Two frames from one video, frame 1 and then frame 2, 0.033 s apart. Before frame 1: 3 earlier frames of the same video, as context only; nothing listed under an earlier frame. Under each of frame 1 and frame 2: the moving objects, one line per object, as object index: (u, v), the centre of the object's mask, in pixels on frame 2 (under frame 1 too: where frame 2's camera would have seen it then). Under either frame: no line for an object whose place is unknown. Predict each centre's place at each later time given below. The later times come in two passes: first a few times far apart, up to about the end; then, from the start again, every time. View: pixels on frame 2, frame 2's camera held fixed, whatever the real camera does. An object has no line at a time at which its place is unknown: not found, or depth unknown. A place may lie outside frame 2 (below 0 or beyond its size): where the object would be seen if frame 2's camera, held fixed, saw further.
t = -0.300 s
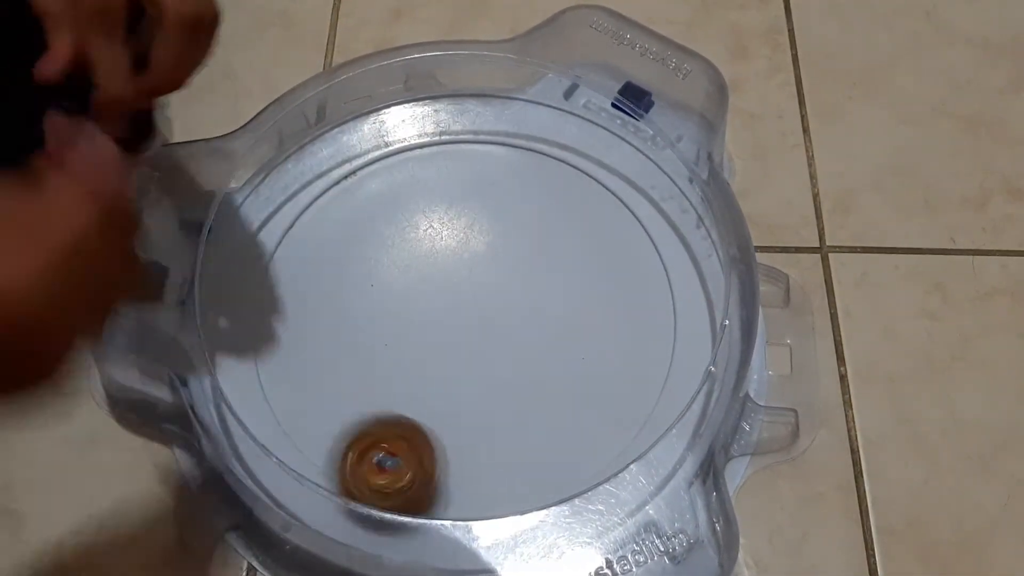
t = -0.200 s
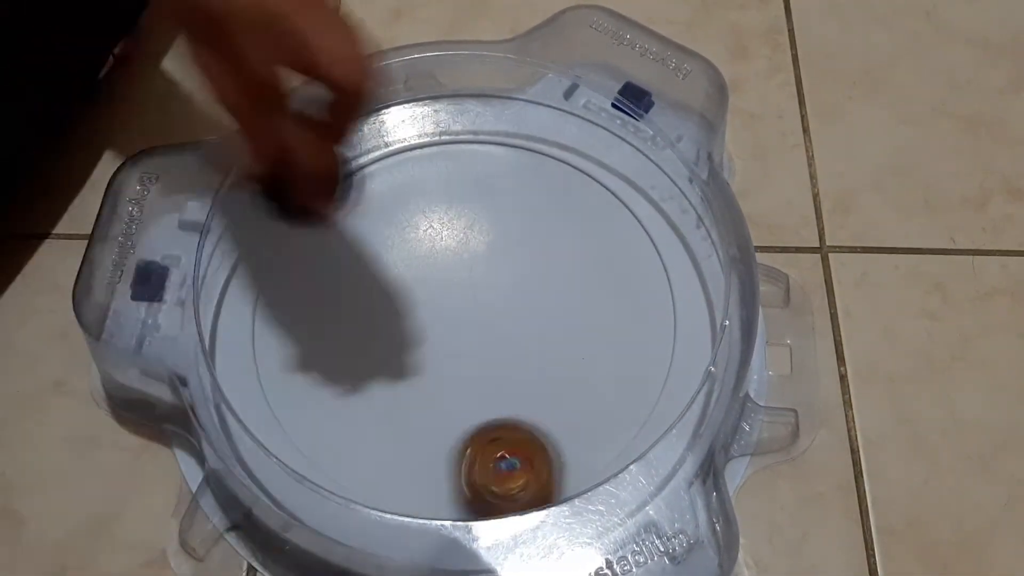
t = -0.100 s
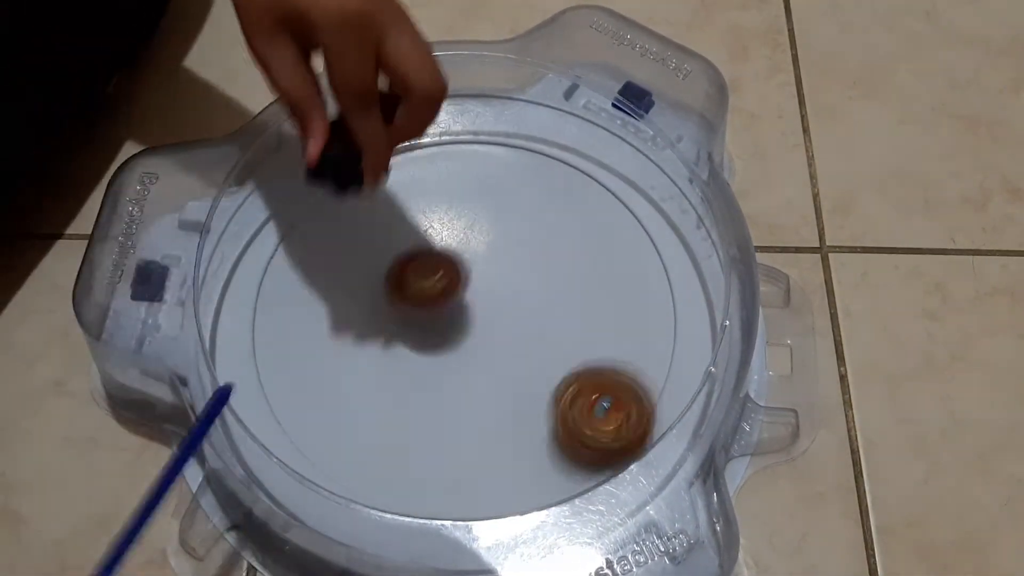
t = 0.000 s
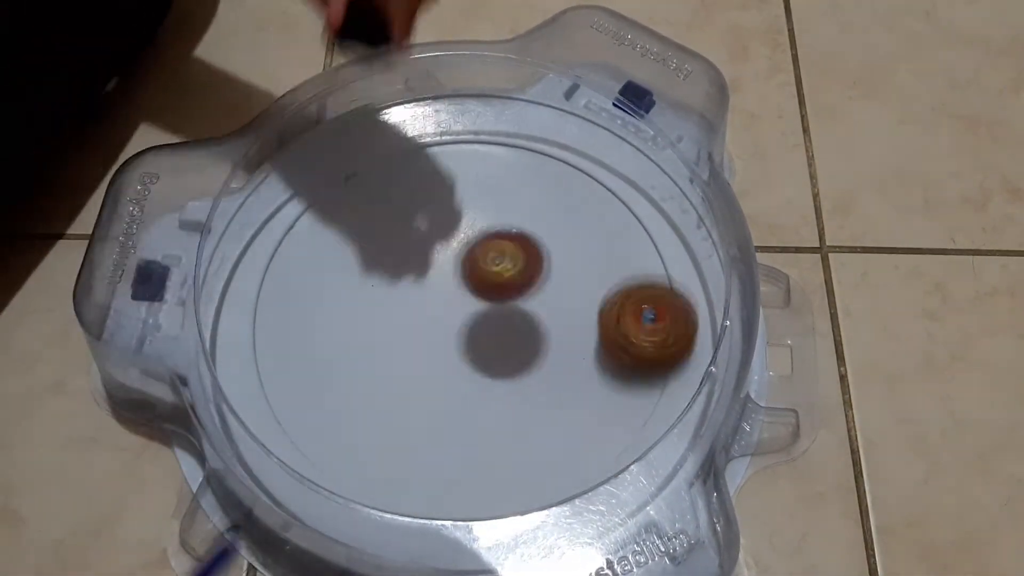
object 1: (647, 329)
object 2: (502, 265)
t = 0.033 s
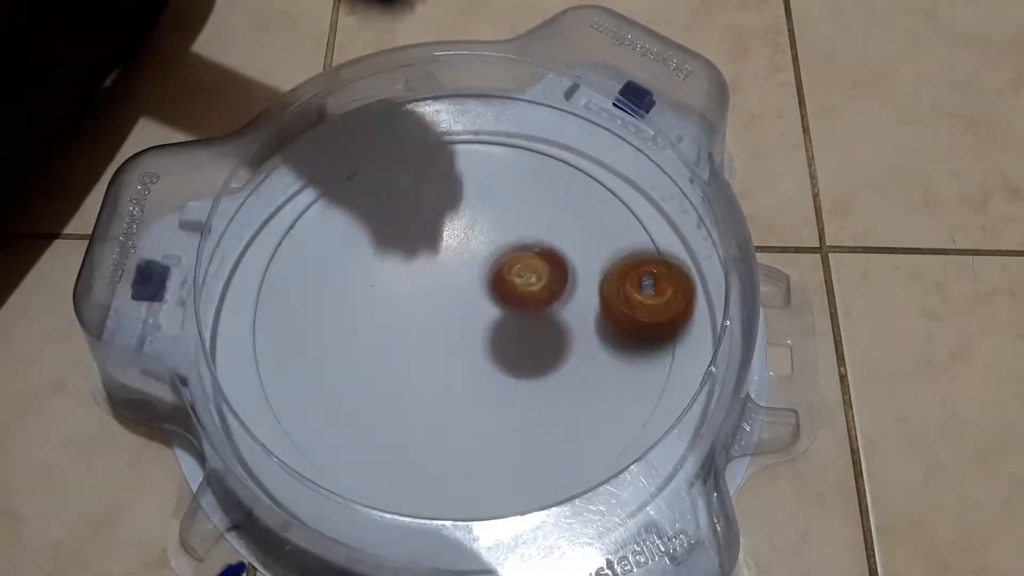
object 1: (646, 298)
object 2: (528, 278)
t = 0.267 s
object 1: (497, 148)
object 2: (578, 322)
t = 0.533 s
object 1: (285, 264)
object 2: (502, 310)
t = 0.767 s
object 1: (387, 460)
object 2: (434, 338)
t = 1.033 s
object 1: (626, 364)
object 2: (406, 379)
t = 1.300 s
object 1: (528, 178)
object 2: (432, 381)
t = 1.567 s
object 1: (313, 258)
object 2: (450, 331)
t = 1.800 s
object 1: (384, 443)
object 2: (442, 284)
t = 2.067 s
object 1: (613, 372)
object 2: (425, 254)
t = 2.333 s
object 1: (539, 189)
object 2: (423, 257)
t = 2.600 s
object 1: (327, 244)
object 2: (452, 285)
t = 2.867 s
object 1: (390, 443)
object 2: (502, 302)
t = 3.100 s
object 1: (596, 394)
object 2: (527, 307)
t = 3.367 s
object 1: (567, 206)
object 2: (522, 311)
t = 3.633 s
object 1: (357, 216)
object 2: (495, 330)
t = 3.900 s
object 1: (353, 416)
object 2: (463, 350)
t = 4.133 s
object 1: (559, 430)
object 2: (445, 355)
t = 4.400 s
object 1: (599, 240)
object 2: (426, 343)
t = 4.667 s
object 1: (405, 192)
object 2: (422, 324)
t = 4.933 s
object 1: (318, 363)
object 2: (433, 299)
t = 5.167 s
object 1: (492, 450)
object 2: (447, 281)
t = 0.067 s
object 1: (640, 266)
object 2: (554, 305)
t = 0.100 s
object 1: (625, 236)
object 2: (566, 305)
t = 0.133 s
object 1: (608, 210)
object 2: (575, 300)
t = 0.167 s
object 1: (585, 188)
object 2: (582, 307)
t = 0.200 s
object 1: (559, 170)
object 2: (586, 322)
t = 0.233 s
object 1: (529, 157)
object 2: (583, 316)
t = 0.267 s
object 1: (497, 148)
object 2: (578, 322)
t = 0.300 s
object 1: (464, 146)
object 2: (570, 321)
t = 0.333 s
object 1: (431, 149)
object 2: (560, 317)
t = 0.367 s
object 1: (398, 157)
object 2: (551, 315)
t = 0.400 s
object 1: (367, 170)
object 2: (542, 311)
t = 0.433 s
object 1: (339, 187)
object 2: (532, 310)
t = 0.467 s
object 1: (316, 209)
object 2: (523, 309)
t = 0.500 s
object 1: (297, 234)
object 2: (512, 310)
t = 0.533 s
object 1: (285, 264)
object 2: (502, 310)
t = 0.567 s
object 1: (278, 296)
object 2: (492, 312)
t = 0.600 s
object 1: (279, 330)
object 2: (481, 315)
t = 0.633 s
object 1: (288, 363)
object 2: (471, 318)
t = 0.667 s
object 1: (304, 395)
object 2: (461, 324)
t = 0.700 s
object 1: (325, 423)
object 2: (451, 328)
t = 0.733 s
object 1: (354, 444)
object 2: (443, 333)
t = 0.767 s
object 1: (387, 460)
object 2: (434, 338)
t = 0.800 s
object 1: (423, 467)
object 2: (426, 343)
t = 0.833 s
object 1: (461, 469)
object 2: (419, 349)
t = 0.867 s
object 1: (499, 465)
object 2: (414, 355)
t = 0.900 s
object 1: (533, 455)
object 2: (410, 361)
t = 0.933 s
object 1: (565, 438)
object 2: (407, 367)
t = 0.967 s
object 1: (591, 416)
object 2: (406, 372)
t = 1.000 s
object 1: (611, 392)
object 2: (406, 376)
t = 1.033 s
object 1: (626, 364)
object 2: (406, 379)
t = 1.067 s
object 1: (634, 334)
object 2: (407, 382)
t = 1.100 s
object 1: (635, 305)
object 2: (409, 384)
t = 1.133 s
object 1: (629, 277)
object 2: (412, 386)
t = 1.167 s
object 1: (617, 251)
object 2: (416, 388)
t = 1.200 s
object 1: (600, 229)
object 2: (420, 387)
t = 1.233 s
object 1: (579, 208)
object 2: (424, 387)
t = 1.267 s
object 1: (555, 189)
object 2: (428, 385)
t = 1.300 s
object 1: (528, 178)
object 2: (432, 381)
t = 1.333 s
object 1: (498, 170)
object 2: (436, 376)
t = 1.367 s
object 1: (467, 167)
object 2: (439, 369)
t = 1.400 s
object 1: (435, 171)
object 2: (442, 363)
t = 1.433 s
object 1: (404, 179)
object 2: (446, 357)
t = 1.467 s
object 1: (375, 192)
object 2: (448, 352)
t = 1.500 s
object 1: (351, 210)
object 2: (449, 344)
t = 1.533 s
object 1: (329, 233)
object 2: (449, 336)
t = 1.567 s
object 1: (313, 258)
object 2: (450, 331)
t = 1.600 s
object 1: (303, 287)
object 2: (449, 324)
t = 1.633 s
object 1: (300, 318)
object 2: (449, 316)
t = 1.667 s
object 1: (304, 347)
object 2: (448, 309)
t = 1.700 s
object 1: (316, 375)
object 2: (447, 303)
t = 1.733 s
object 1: (333, 403)
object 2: (446, 296)
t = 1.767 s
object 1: (357, 426)
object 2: (444, 290)
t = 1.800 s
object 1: (384, 443)
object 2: (442, 284)
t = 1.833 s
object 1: (417, 455)
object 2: (440, 279)
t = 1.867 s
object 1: (452, 460)
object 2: (438, 274)
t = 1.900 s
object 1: (487, 458)
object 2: (436, 269)
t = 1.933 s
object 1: (520, 451)
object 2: (434, 266)
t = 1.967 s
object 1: (551, 436)
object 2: (431, 263)
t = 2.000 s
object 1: (576, 419)
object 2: (429, 259)
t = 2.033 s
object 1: (598, 395)
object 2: (427, 256)
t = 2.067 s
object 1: (613, 372)
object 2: (425, 254)
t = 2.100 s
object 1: (624, 344)
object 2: (424, 253)
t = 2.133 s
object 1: (628, 316)
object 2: (422, 252)
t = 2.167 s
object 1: (625, 288)
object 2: (421, 252)
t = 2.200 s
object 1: (617, 264)
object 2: (421, 252)
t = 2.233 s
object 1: (603, 241)
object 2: (421, 252)
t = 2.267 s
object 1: (585, 221)
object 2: (421, 253)
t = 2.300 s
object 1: (564, 203)
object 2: (422, 255)
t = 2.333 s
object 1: (539, 189)
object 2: (423, 257)
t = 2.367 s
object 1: (511, 178)
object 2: (424, 259)
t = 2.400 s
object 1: (482, 173)
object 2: (427, 261)
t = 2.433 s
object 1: (452, 176)
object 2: (430, 266)
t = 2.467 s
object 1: (422, 180)
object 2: (434, 268)
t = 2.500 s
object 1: (393, 190)
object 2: (438, 273)
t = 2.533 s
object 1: (368, 205)
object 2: (442, 277)
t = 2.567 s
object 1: (345, 223)
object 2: (447, 280)
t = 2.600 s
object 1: (327, 244)
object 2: (452, 285)
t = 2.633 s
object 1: (312, 271)
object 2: (458, 288)
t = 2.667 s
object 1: (304, 299)
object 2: (464, 292)
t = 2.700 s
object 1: (304, 327)
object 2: (471, 293)
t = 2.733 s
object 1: (309, 355)
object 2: (477, 296)
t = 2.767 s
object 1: (322, 382)
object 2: (484, 298)
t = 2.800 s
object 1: (341, 408)
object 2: (491, 300)
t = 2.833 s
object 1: (362, 427)
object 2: (497, 301)
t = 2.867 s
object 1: (390, 443)
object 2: (502, 302)
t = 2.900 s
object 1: (421, 454)
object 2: (507, 303)
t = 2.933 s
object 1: (454, 457)
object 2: (512, 304)
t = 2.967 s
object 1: (488, 456)
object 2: (516, 305)
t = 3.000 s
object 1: (520, 448)
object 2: (520, 305)
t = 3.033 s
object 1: (549, 435)
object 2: (523, 306)
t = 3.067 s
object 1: (575, 417)
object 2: (526, 306)
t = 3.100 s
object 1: (596, 394)
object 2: (527, 307)
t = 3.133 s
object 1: (610, 371)
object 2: (529, 308)
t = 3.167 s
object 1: (620, 346)
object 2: (530, 309)
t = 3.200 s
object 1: (623, 320)
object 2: (529, 309)
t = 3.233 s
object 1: (623, 290)
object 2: (529, 310)
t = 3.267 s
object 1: (615, 268)
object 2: (527, 309)
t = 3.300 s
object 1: (604, 243)
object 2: (526, 309)
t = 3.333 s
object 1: (587, 224)
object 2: (524, 312)
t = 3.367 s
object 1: (567, 206)
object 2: (522, 311)
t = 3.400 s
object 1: (544, 192)
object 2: (519, 315)
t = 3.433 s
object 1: (518, 181)
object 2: (517, 315)
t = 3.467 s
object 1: (491, 175)
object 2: (513, 317)
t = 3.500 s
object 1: (461, 176)
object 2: (510, 319)
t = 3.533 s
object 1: (433, 179)
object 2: (506, 322)
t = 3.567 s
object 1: (405, 187)
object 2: (502, 327)
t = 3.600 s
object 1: (379, 200)
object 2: (499, 329)
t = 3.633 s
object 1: (357, 216)
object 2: (495, 330)
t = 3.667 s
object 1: (337, 236)
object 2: (491, 333)
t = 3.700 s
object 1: (321, 261)
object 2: (487, 337)
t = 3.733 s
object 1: (311, 286)
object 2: (484, 339)
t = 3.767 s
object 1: (307, 314)
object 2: (480, 343)
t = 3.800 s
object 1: (309, 342)
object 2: (475, 343)
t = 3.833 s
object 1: (319, 369)
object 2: (471, 347)
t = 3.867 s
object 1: (333, 393)
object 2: (467, 348)
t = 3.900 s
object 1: (353, 416)
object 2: (463, 350)
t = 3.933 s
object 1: (378, 435)
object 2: (460, 352)
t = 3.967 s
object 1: (406, 448)
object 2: (457, 353)
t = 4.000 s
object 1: (437, 456)
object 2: (454, 353)
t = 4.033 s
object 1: (470, 457)
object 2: (452, 354)
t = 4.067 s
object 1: (502, 453)
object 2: (449, 354)
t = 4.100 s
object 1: (532, 444)
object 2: (447, 355)
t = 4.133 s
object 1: (559, 430)
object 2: (445, 355)
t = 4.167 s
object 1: (581, 408)
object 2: (443, 354)
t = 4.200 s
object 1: (600, 387)
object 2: (440, 354)
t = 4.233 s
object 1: (613, 363)
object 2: (438, 353)
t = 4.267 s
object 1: (621, 338)
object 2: (436, 352)
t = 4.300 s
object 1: (624, 312)
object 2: (434, 350)
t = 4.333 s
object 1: (621, 287)
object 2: (431, 349)
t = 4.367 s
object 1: (612, 263)
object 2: (429, 346)
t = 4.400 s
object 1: (599, 240)
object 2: (426, 343)
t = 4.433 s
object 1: (582, 222)
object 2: (425, 342)
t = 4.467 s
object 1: (563, 206)
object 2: (424, 340)
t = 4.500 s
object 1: (539, 193)
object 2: (423, 337)
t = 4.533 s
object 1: (514, 185)
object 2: (422, 335)
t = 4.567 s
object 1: (487, 180)
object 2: (422, 333)
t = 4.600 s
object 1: (459, 180)
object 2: (421, 330)
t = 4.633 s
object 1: (432, 184)
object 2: (422, 328)
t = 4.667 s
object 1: (405, 192)
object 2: (422, 324)
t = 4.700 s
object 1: (380, 203)
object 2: (423, 322)
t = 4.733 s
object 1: (358, 219)
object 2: (423, 320)
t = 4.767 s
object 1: (339, 240)
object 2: (425, 317)
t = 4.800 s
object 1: (324, 261)
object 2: (426, 313)
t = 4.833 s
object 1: (313, 286)
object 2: (427, 310)
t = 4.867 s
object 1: (309, 313)
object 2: (429, 307)
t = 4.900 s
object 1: (311, 338)
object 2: (431, 303)
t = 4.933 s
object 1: (318, 363)
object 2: (433, 299)
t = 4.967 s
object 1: (333, 389)
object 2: (435, 294)
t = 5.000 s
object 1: (352, 412)
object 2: (437, 292)
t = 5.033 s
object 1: (375, 429)
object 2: (438, 289)
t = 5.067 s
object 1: (400, 443)
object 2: (440, 287)
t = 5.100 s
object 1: (430, 451)
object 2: (442, 286)
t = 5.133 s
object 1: (461, 454)
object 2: (445, 282)
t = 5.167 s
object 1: (492, 450)
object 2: (447, 281)
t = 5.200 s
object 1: (522, 443)
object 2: (449, 280)
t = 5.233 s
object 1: (548, 429)
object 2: (452, 278)
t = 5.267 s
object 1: (570, 413)
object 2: (455, 276)
